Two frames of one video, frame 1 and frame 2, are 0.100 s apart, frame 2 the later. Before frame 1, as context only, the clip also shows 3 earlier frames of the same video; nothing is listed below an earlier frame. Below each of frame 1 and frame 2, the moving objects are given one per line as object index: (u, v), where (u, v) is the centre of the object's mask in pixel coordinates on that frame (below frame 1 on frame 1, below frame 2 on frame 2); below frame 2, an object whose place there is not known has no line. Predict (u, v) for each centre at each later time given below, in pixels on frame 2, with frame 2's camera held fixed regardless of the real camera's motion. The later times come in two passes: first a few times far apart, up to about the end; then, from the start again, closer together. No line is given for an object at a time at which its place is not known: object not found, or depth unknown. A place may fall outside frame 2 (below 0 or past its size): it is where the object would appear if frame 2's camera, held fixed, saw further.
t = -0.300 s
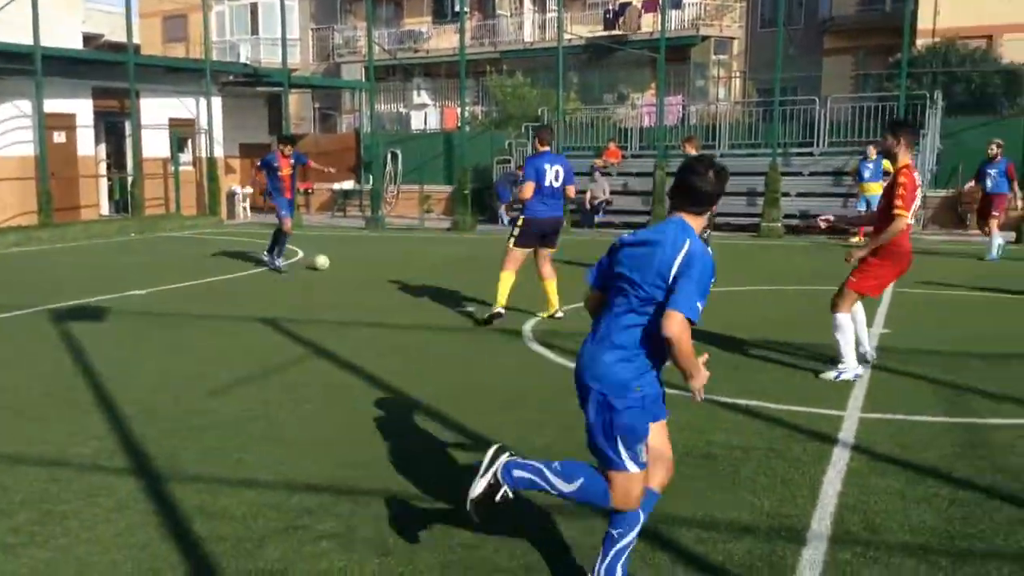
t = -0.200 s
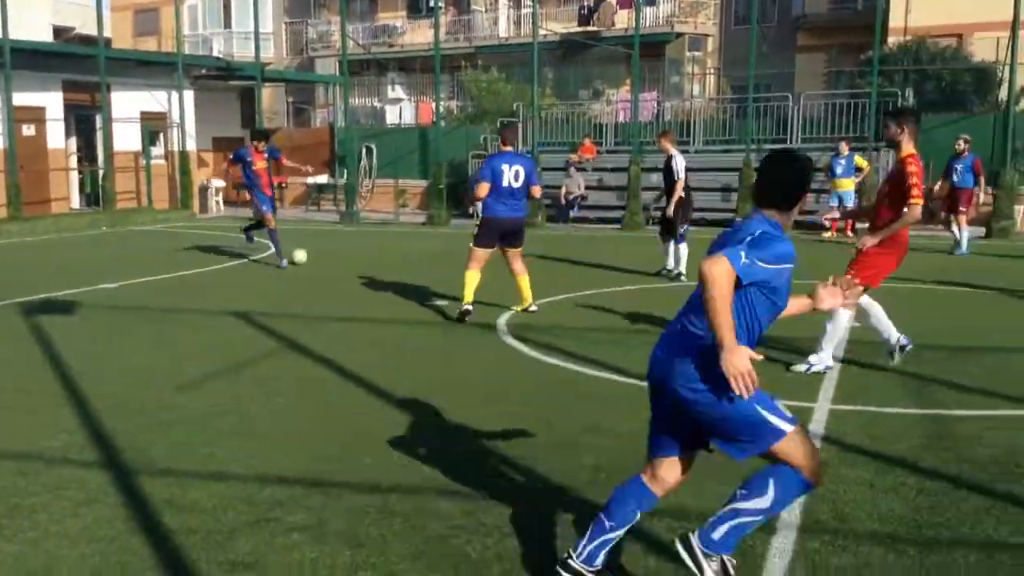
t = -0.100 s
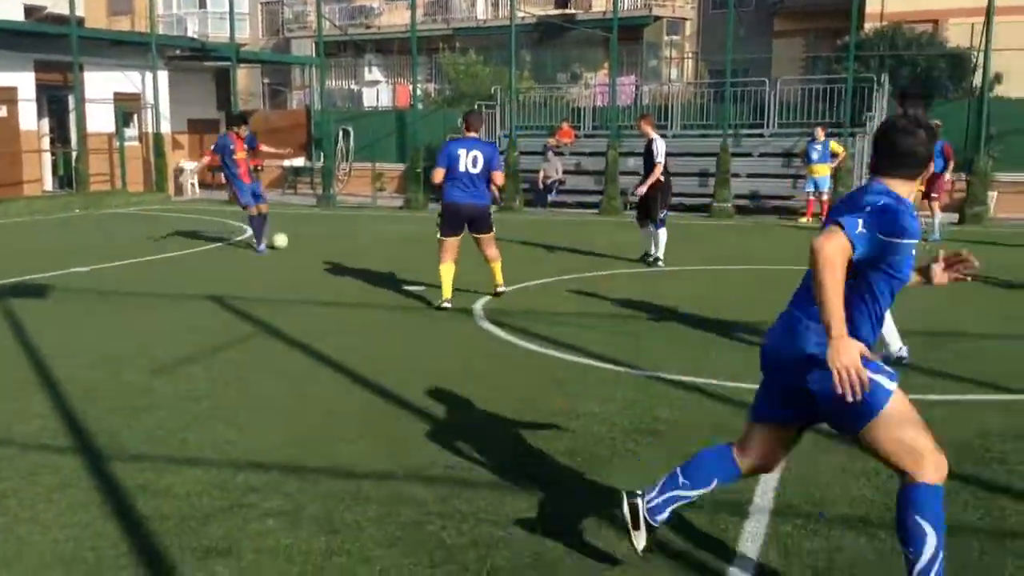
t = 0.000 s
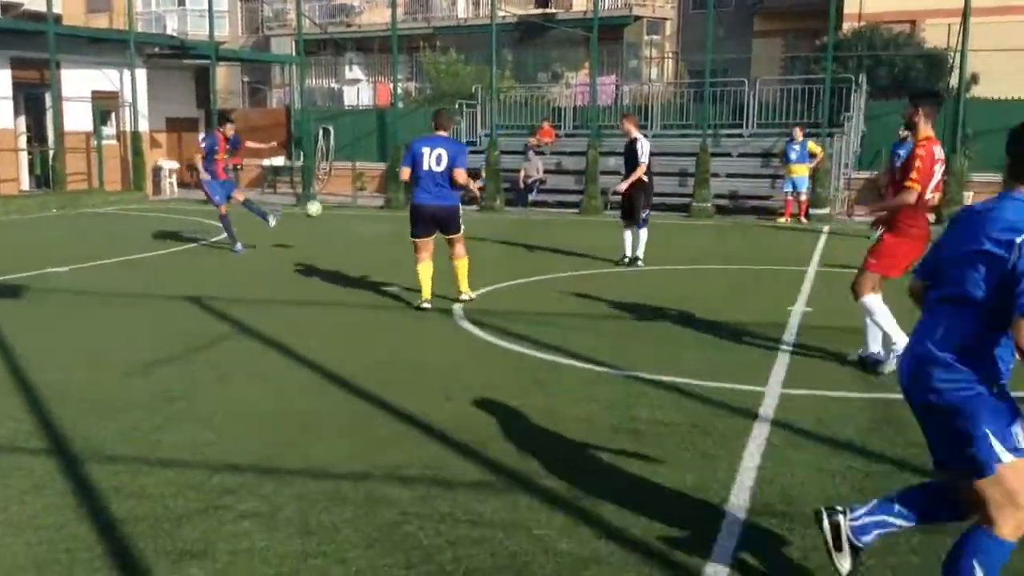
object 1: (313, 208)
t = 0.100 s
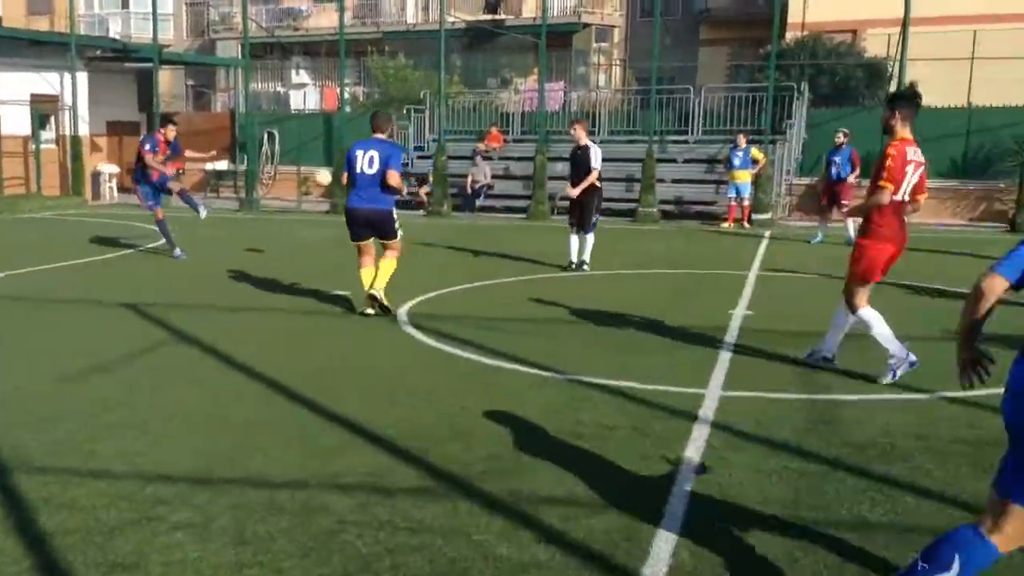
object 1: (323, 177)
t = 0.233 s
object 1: (417, 132)
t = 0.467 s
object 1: (615, 72)
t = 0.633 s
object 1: (794, 47)
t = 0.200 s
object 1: (394, 143)
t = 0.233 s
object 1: (417, 132)
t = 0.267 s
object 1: (443, 122)
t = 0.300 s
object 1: (469, 112)
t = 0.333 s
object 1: (496, 103)
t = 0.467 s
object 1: (615, 72)
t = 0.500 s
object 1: (649, 64)
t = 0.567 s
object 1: (716, 56)
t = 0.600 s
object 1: (756, 51)
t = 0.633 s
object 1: (794, 47)
